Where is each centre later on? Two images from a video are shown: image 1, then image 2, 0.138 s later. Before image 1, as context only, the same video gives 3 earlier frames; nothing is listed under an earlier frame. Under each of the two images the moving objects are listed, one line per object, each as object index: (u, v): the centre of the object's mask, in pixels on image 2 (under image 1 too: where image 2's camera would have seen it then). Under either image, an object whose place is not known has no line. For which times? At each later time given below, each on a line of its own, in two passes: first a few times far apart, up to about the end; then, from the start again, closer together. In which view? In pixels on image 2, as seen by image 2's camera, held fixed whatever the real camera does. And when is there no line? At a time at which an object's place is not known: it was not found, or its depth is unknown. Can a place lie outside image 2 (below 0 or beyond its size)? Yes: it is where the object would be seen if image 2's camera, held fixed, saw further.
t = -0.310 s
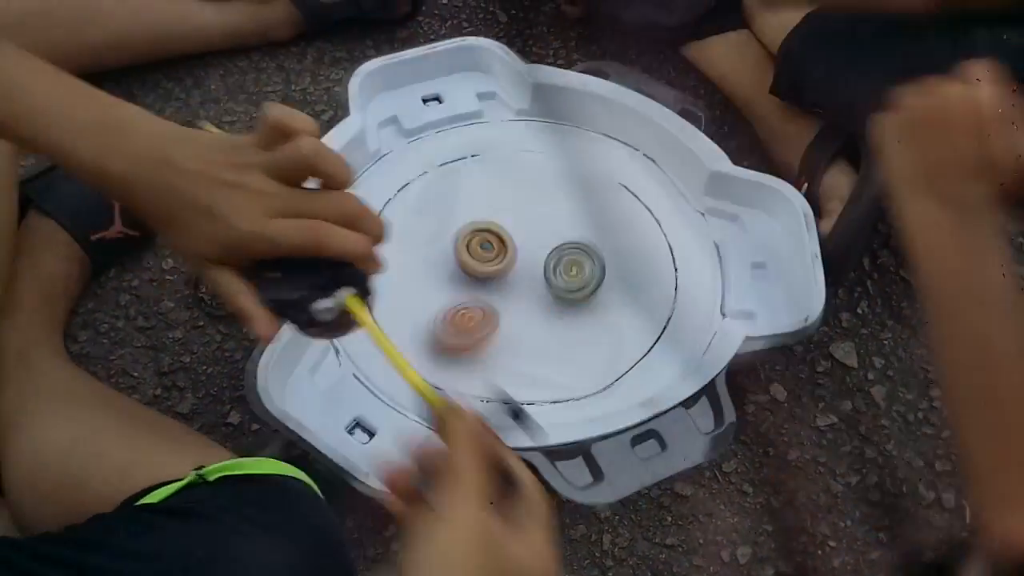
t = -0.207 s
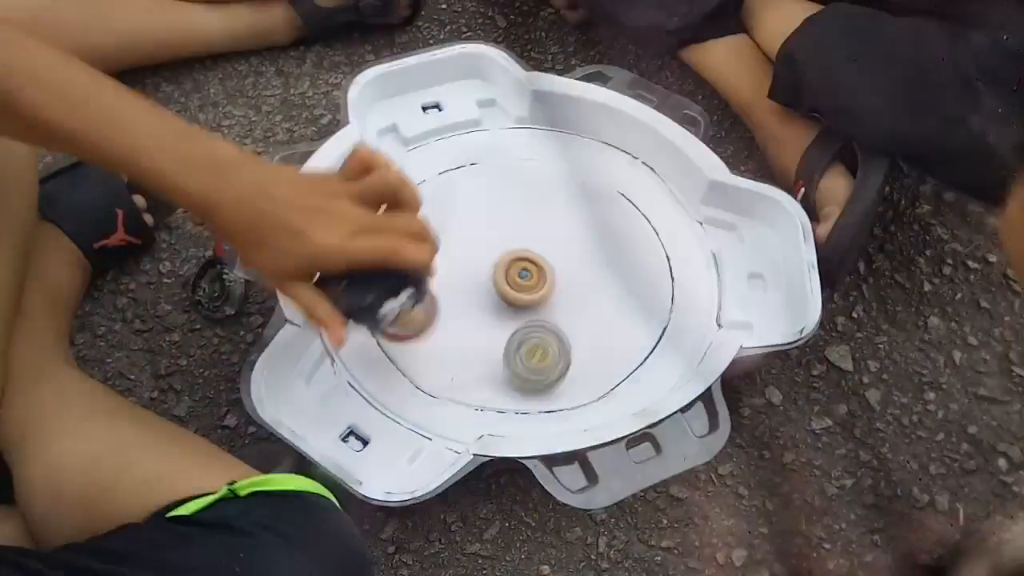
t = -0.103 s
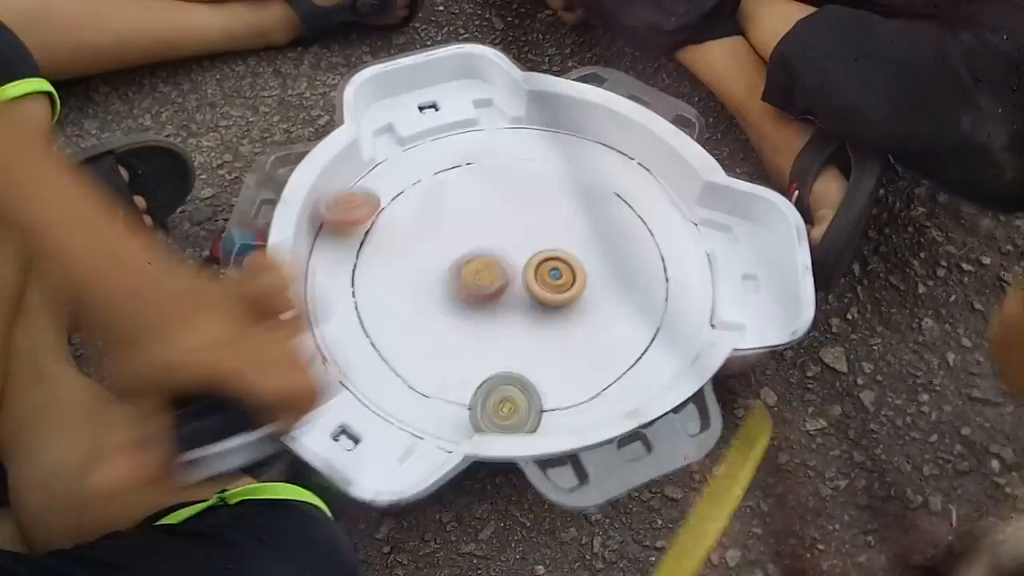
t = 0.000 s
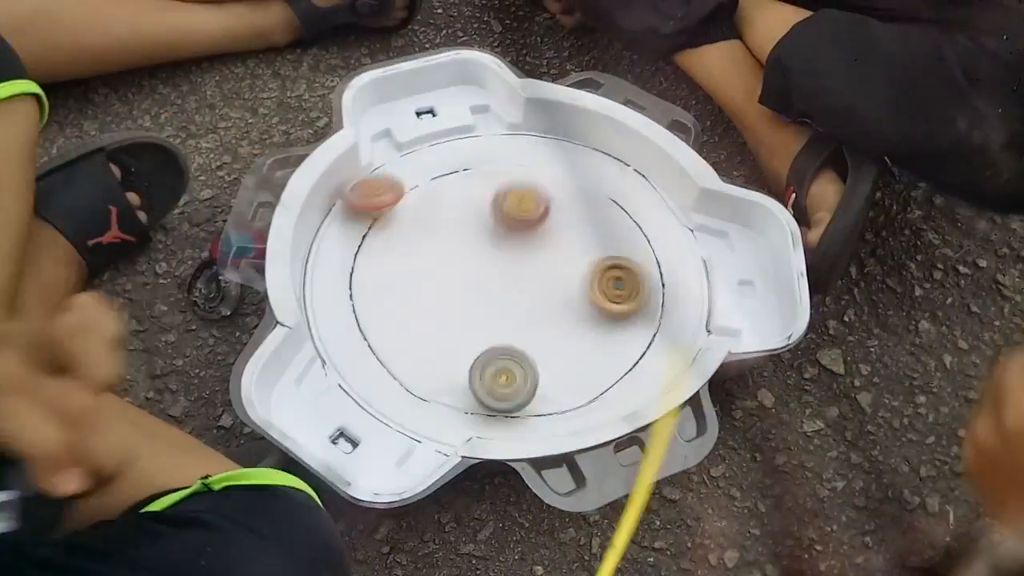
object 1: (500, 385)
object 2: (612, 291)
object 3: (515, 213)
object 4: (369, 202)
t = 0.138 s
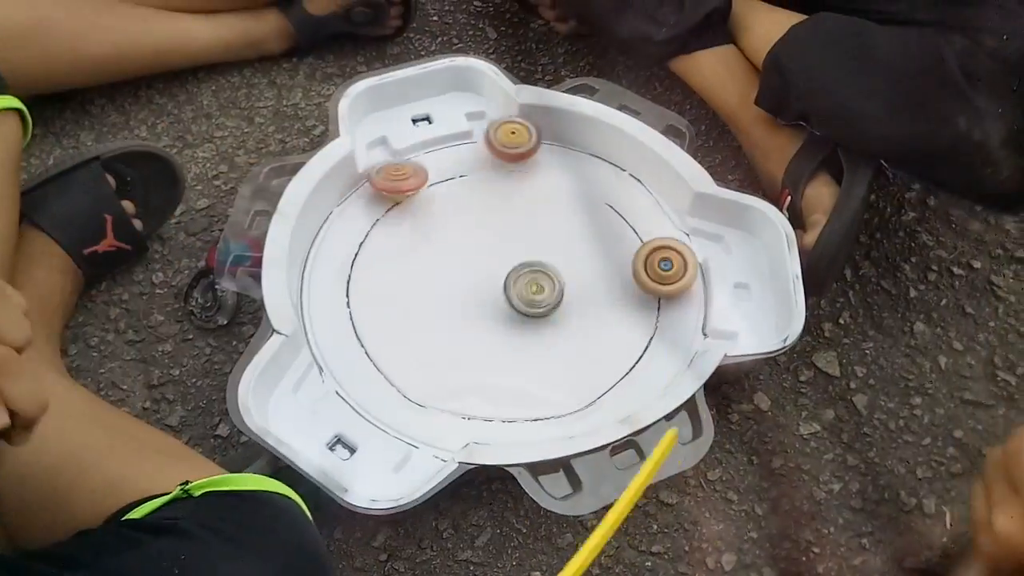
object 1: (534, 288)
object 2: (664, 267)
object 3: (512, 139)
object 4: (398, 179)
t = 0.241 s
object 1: (555, 230)
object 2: (653, 247)
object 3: (472, 146)
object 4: (415, 169)
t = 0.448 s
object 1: (550, 209)
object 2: (631, 211)
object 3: (543, 133)
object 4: (338, 245)
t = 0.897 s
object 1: (559, 351)
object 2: (563, 269)
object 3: (505, 211)
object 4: (426, 376)
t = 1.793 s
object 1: (461, 213)
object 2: (484, 291)
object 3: (565, 301)
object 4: (601, 242)
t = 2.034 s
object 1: (446, 259)
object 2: (417, 310)
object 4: (554, 218)
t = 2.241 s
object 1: (480, 276)
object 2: (440, 331)
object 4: (515, 232)
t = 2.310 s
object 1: (487, 283)
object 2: (432, 339)
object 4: (522, 221)
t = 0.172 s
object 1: (539, 267)
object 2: (663, 260)
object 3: (501, 139)
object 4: (402, 174)
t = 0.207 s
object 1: (548, 247)
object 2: (659, 254)
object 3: (487, 141)
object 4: (407, 171)
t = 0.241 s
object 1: (555, 230)
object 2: (653, 247)
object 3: (472, 146)
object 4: (415, 169)
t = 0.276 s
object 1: (559, 214)
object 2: (649, 240)
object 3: (483, 137)
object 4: (398, 170)
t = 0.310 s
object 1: (562, 202)
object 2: (648, 233)
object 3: (499, 135)
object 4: (377, 174)
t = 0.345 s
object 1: (561, 194)
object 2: (647, 228)
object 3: (513, 142)
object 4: (364, 191)
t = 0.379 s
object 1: (559, 191)
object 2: (643, 223)
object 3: (524, 142)
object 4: (354, 211)
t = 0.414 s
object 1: (555, 193)
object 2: (636, 217)
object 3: (535, 143)
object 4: (344, 226)
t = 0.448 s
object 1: (550, 209)
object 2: (631, 211)
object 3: (543, 133)
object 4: (338, 245)
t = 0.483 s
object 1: (546, 235)
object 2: (627, 205)
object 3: (549, 139)
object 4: (335, 264)
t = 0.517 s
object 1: (540, 255)
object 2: (624, 204)
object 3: (552, 148)
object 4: (336, 283)
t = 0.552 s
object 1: (533, 270)
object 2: (623, 199)
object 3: (554, 153)
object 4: (339, 297)
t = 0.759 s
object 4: (391, 353)
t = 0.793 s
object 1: (531, 357)
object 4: (397, 360)
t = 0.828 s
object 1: (538, 358)
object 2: (578, 249)
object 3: (529, 186)
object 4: (405, 366)
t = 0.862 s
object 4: (415, 373)
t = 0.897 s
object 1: (559, 351)
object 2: (563, 269)
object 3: (505, 211)
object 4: (426, 376)
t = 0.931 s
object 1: (571, 342)
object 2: (557, 281)
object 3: (495, 224)
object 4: (437, 374)
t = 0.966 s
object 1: (582, 332)
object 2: (551, 289)
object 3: (486, 238)
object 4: (450, 368)
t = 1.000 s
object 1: (597, 335)
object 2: (543, 286)
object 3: (481, 252)
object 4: (465, 356)
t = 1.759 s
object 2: (477, 283)
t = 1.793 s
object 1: (461, 213)
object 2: (484, 291)
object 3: (565, 301)
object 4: (601, 242)
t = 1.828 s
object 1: (454, 219)
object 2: (492, 298)
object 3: (566, 302)
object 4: (599, 233)
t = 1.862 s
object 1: (448, 225)
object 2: (493, 304)
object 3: (575, 301)
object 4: (595, 227)
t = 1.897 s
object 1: (444, 232)
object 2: (471, 305)
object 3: (610, 298)
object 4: (590, 222)
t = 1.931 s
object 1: (441, 238)
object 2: (453, 306)
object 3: (640, 290)
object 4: (583, 219)
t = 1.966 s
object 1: (439, 244)
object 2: (438, 306)
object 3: (664, 281)
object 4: (576, 218)
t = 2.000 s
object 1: (440, 250)
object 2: (427, 307)
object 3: (685, 269)
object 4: (568, 217)
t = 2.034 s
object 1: (446, 259)
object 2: (417, 310)
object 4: (554, 218)
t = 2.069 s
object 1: (449, 262)
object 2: (417, 313)
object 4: (547, 220)
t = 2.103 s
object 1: (454, 266)
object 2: (420, 316)
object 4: (540, 222)
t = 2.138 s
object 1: (459, 270)
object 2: (424, 320)
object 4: (533, 224)
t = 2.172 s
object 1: (466, 273)
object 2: (430, 324)
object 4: (526, 226)
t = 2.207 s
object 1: (473, 275)
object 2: (435, 327)
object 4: (520, 229)
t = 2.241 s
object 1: (480, 276)
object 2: (440, 331)
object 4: (515, 232)
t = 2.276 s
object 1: (478, 281)
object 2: (443, 332)
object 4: (516, 228)
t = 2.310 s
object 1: (487, 283)
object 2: (432, 339)
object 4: (522, 221)
